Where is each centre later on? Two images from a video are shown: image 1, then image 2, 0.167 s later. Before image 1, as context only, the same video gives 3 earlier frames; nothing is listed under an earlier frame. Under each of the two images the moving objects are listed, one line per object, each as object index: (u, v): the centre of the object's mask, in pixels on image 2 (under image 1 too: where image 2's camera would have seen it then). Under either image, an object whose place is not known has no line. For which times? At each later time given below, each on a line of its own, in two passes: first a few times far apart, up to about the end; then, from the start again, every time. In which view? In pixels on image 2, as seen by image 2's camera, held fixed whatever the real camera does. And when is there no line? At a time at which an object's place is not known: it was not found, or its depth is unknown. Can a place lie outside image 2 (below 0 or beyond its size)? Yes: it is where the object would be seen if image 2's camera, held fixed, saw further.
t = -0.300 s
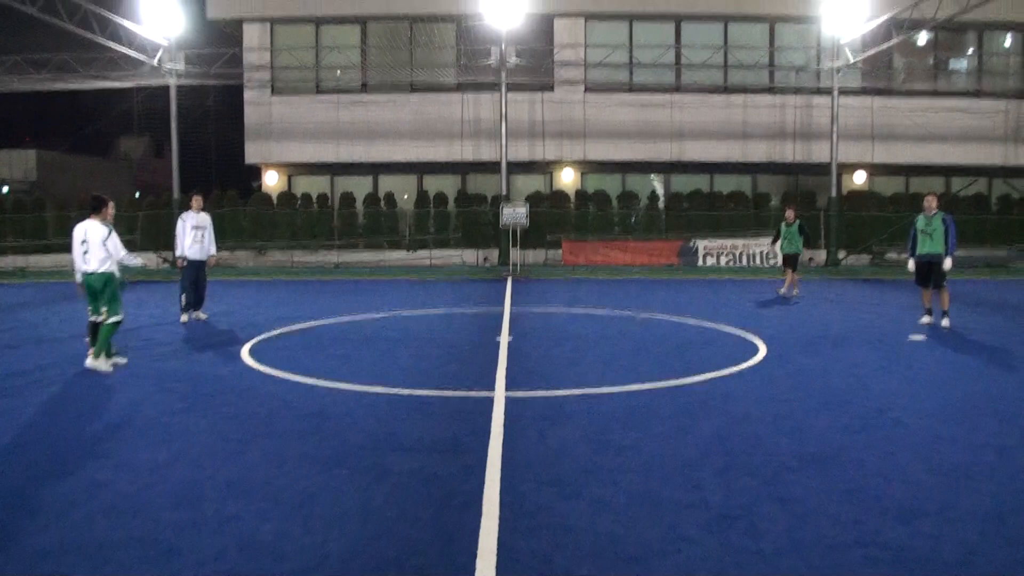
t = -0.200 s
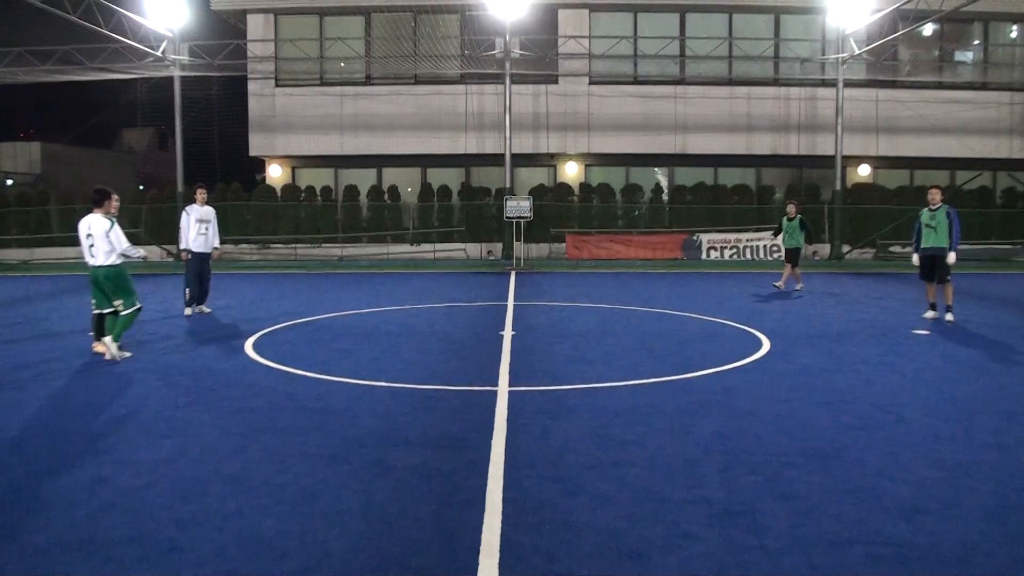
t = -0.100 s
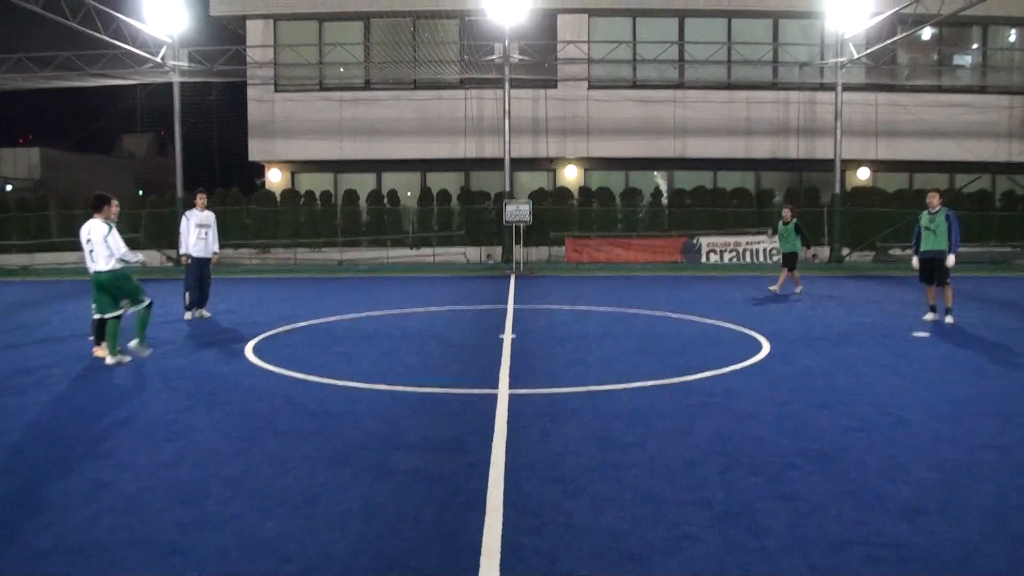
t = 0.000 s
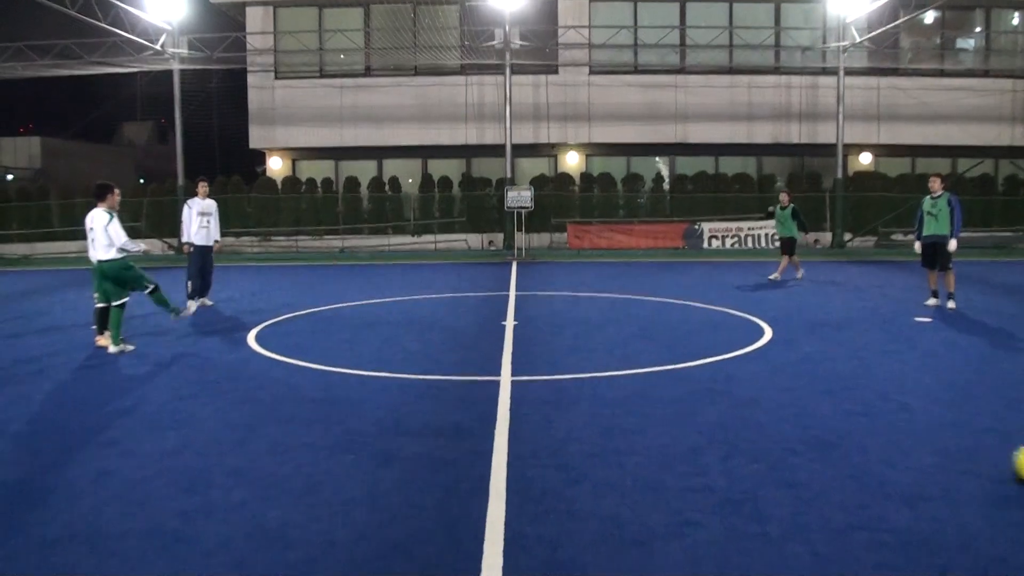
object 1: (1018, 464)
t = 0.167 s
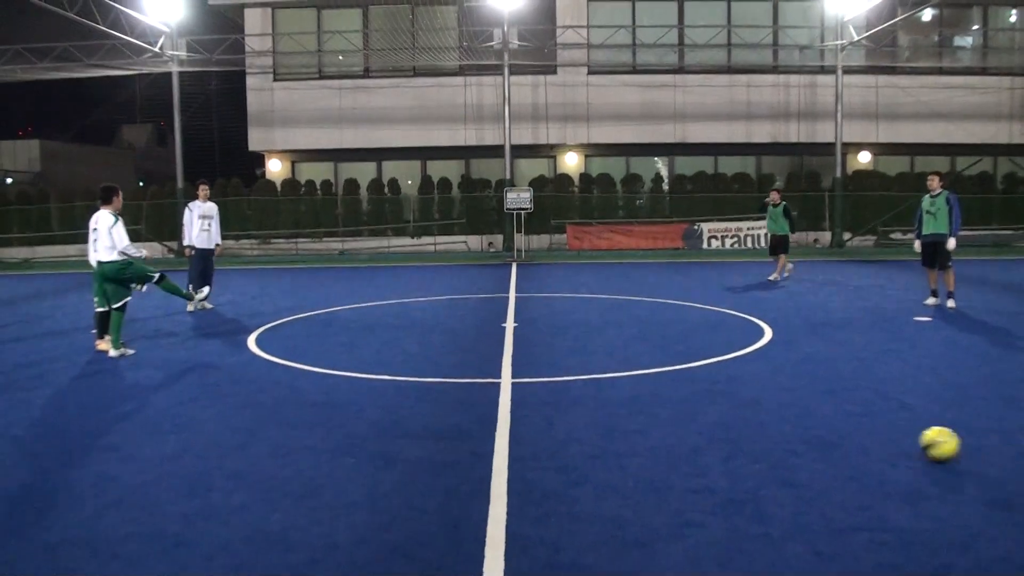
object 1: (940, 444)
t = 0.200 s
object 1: (924, 440)
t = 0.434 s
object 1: (825, 416)
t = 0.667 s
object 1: (743, 399)
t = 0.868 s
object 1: (684, 384)
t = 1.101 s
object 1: (625, 371)
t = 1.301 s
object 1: (583, 362)
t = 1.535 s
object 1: (540, 352)
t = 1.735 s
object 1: (508, 346)
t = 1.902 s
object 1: (484, 340)
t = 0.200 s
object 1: (924, 440)
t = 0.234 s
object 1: (907, 436)
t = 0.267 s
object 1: (894, 433)
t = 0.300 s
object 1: (880, 429)
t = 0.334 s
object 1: (865, 426)
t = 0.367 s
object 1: (851, 424)
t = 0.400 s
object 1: (838, 420)
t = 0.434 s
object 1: (825, 416)
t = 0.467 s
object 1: (811, 415)
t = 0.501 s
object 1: (799, 412)
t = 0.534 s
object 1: (787, 409)
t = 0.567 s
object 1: (775, 406)
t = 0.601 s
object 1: (765, 404)
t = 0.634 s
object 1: (754, 401)
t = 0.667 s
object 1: (743, 399)
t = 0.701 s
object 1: (733, 396)
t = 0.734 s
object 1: (722, 394)
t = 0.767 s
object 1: (711, 391)
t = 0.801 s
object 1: (702, 389)
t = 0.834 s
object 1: (694, 387)
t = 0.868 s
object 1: (684, 384)
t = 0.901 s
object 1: (674, 383)
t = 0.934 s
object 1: (666, 381)
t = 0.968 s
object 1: (658, 379)
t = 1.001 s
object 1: (649, 377)
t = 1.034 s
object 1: (641, 375)
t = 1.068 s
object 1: (633, 373)
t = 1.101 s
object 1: (625, 371)
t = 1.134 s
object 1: (618, 370)
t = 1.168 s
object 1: (610, 368)
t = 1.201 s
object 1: (603, 366)
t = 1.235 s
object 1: (596, 365)
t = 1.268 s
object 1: (590, 364)
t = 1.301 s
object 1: (583, 362)
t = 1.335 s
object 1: (576, 360)
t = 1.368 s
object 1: (570, 359)
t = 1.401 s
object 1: (564, 358)
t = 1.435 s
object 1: (558, 356)
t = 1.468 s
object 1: (551, 355)
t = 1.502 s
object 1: (546, 354)
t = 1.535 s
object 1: (540, 352)
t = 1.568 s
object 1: (534, 350)
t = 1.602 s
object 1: (529, 350)
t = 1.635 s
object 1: (523, 349)
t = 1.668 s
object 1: (519, 347)
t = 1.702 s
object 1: (513, 346)
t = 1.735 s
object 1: (508, 346)
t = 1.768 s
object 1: (503, 344)
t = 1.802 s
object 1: (498, 342)
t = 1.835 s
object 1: (493, 342)
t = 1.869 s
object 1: (488, 341)
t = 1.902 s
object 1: (484, 340)
